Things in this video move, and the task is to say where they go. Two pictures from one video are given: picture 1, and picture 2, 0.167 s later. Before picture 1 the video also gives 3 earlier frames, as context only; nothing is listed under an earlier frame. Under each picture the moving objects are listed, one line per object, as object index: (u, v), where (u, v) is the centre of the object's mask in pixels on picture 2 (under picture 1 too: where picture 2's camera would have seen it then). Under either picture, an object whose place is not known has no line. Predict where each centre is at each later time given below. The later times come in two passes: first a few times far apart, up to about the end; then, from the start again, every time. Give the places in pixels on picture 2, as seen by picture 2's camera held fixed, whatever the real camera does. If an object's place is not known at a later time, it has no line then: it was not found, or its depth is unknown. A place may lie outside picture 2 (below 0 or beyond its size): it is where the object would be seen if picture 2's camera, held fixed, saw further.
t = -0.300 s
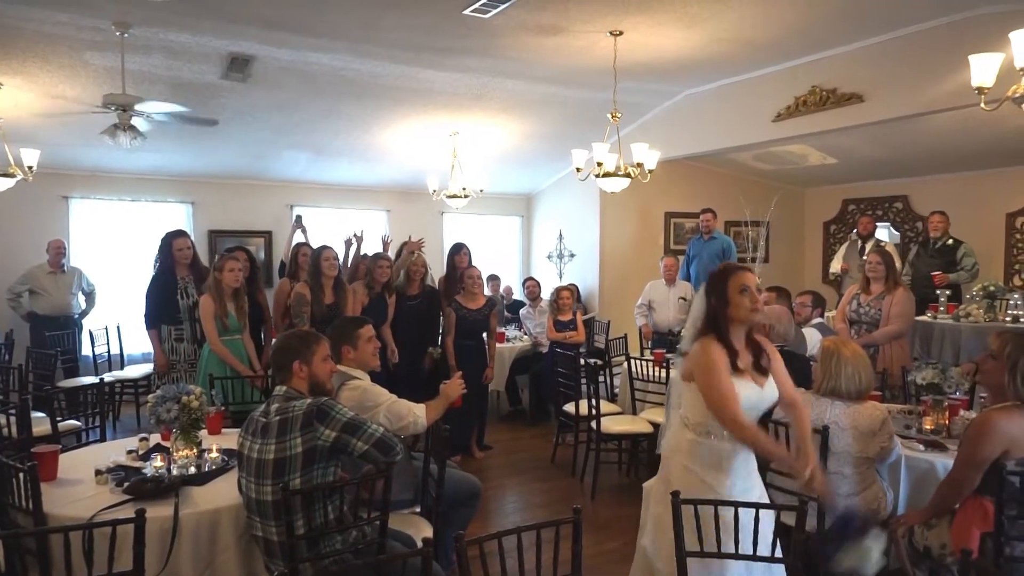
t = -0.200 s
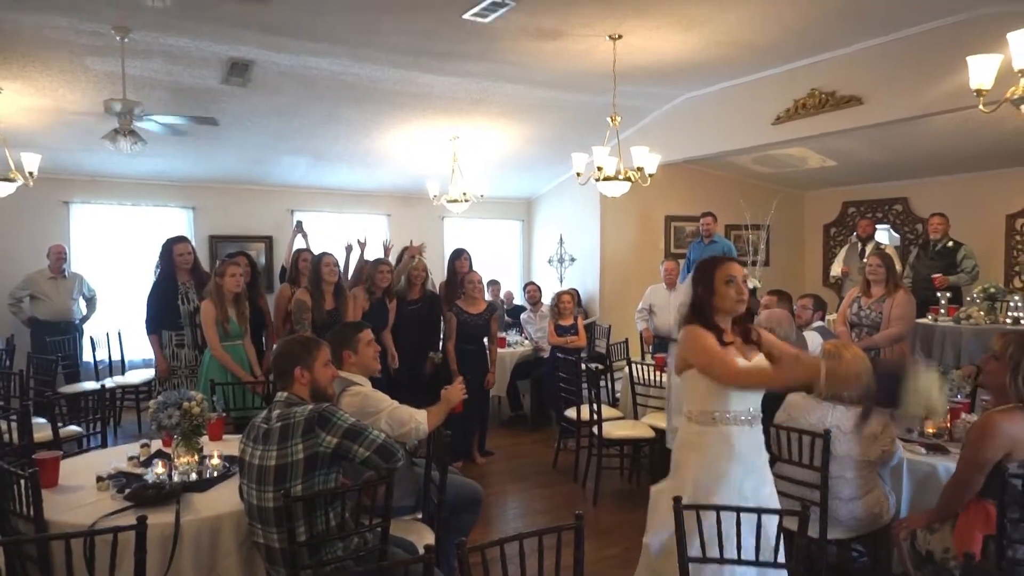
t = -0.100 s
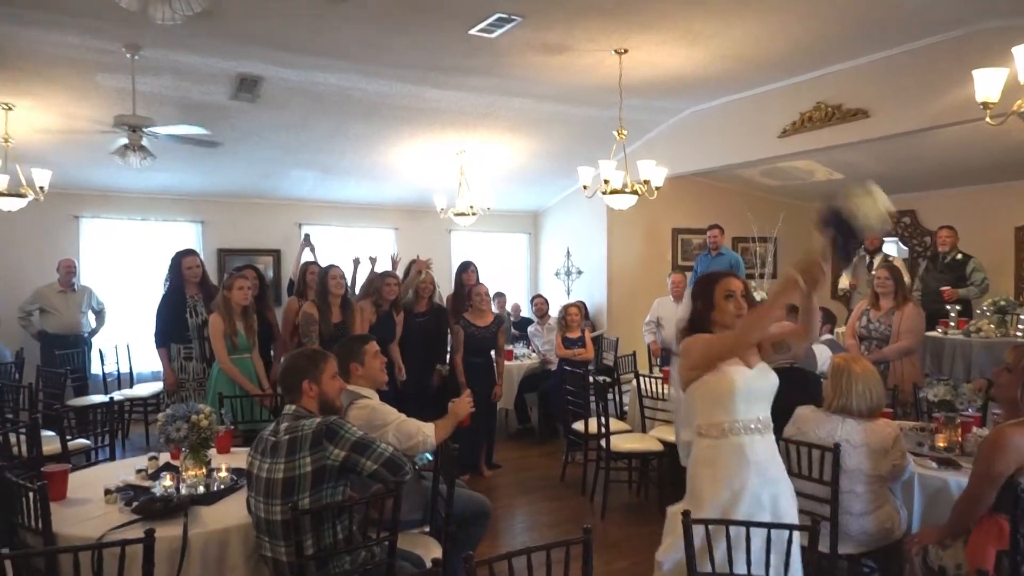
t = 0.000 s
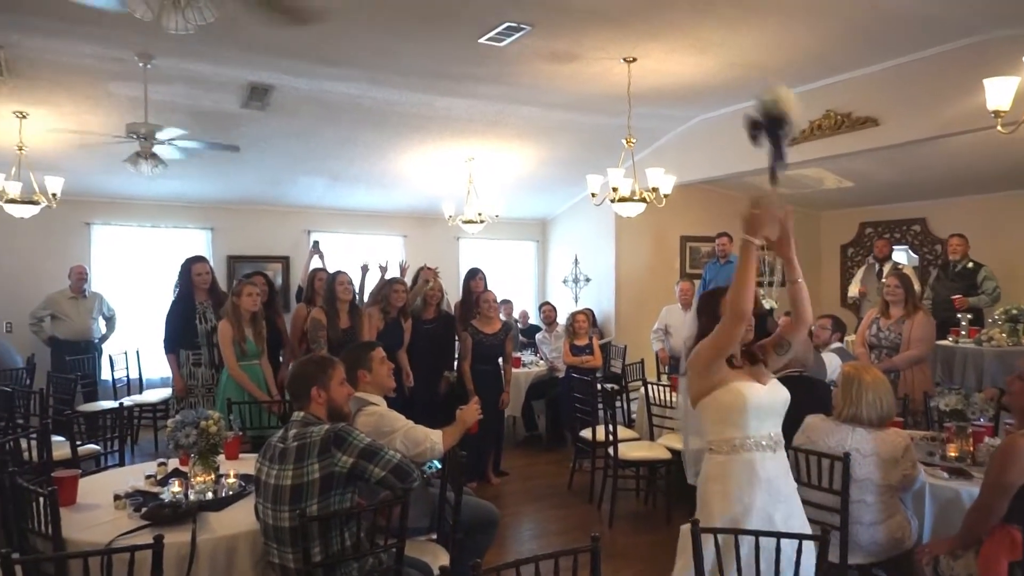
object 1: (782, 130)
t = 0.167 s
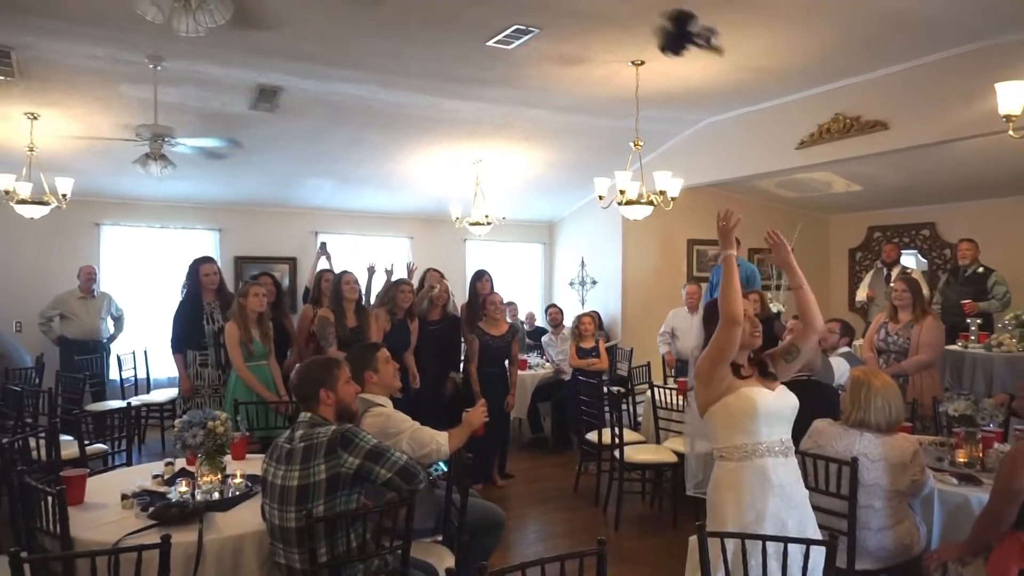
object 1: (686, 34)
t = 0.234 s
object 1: (651, 20)
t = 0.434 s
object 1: (561, 48)
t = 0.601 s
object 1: (506, 128)
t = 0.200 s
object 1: (665, 26)
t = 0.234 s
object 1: (651, 20)
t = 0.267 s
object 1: (637, 16)
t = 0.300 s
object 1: (616, 20)
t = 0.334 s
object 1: (602, 25)
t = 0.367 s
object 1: (589, 30)
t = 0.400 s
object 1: (576, 33)
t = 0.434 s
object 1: (561, 48)
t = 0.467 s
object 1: (549, 60)
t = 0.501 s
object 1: (537, 77)
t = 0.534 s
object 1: (526, 93)
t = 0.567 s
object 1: (515, 109)
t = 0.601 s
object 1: (506, 128)
